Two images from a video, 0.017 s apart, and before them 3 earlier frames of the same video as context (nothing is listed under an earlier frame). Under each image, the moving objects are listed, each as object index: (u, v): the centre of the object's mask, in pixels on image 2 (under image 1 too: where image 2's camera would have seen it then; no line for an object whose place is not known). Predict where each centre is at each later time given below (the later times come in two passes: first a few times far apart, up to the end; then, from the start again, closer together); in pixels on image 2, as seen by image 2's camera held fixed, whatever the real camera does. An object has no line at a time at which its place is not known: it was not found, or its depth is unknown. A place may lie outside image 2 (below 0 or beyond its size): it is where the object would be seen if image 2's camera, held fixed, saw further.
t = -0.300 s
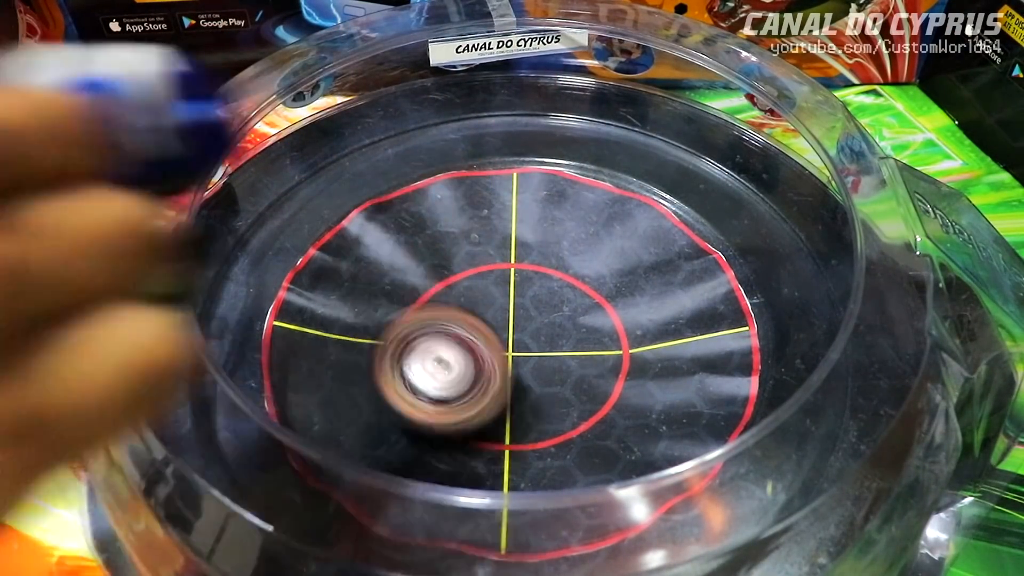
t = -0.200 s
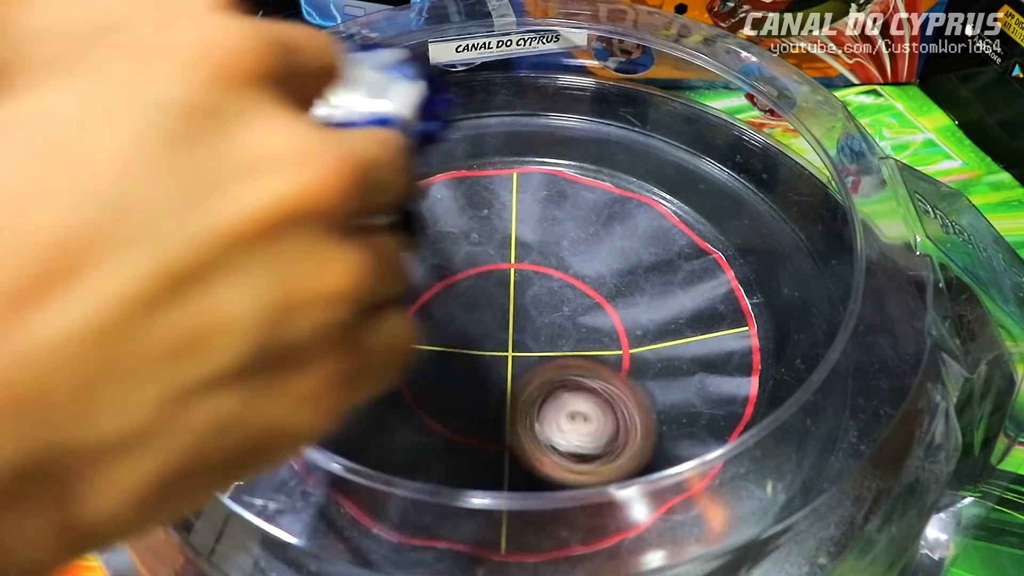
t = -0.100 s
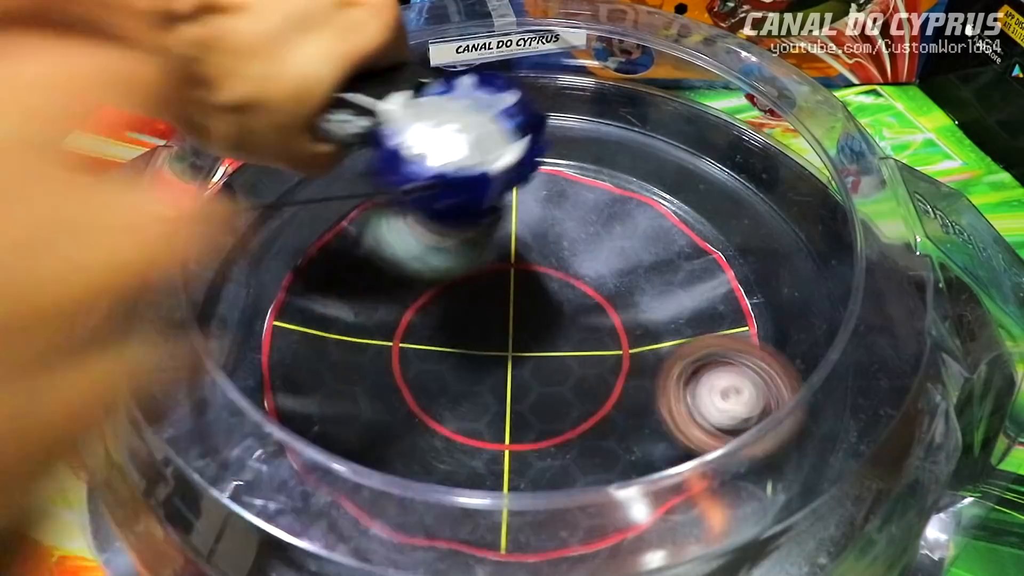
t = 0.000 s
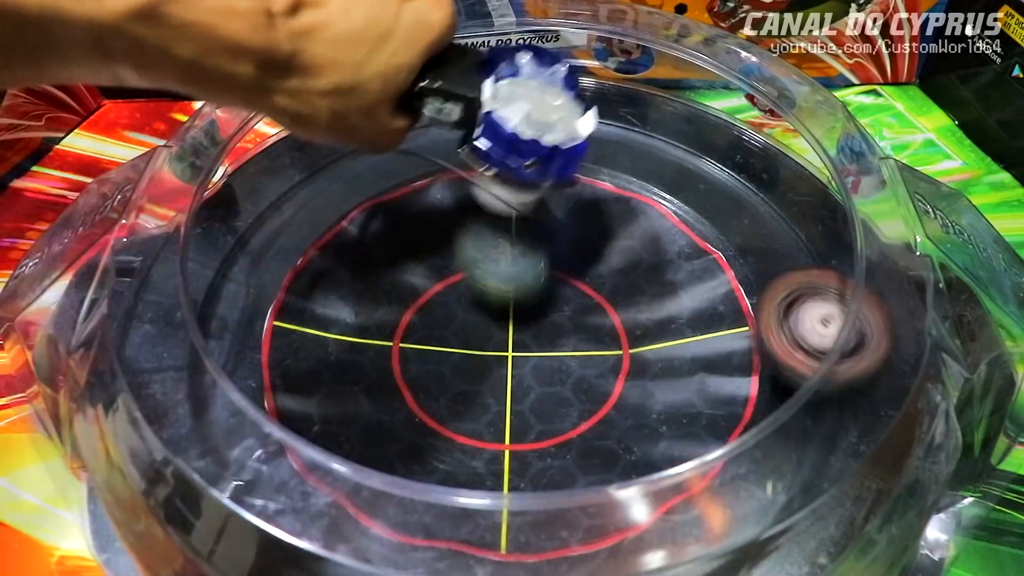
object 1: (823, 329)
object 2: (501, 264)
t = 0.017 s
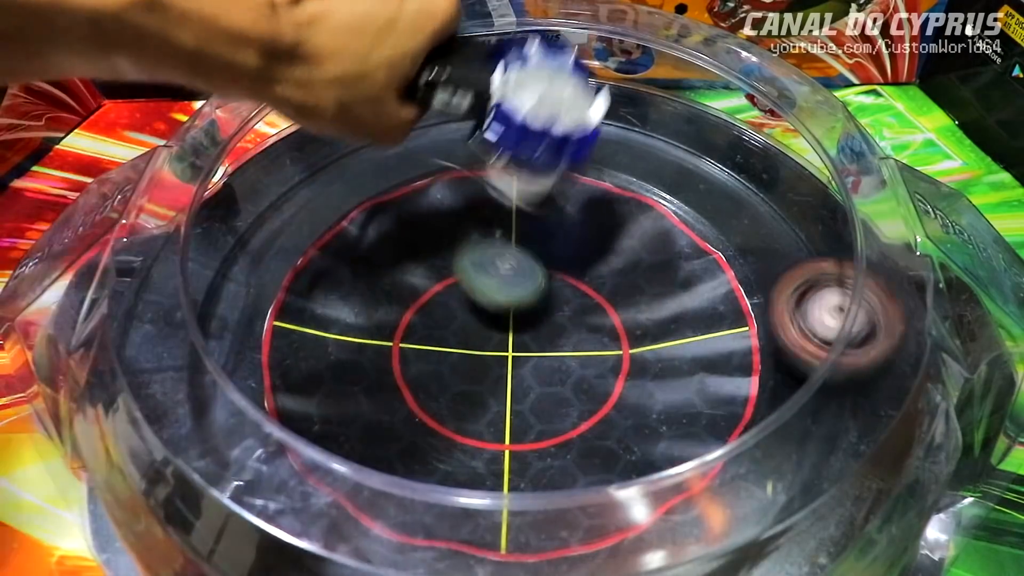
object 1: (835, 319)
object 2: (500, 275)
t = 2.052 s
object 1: (875, 347)
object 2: (774, 146)
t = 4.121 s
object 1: (243, 223)
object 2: (559, 252)
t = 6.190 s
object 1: (308, 359)
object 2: (833, 286)
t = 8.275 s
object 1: (340, 208)
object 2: (474, 346)
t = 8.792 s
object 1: (670, 302)
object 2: (497, 226)
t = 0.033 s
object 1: (847, 308)
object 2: (492, 263)
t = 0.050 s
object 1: (853, 293)
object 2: (484, 254)
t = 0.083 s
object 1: (863, 269)
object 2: (469, 246)
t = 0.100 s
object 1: (865, 261)
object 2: (461, 249)
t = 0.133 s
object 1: (872, 240)
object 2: (446, 266)
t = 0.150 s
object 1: (876, 231)
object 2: (439, 282)
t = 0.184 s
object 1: (874, 221)
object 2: (428, 326)
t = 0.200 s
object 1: (867, 222)
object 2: (425, 331)
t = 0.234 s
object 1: (857, 220)
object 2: (425, 322)
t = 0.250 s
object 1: (853, 219)
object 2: (425, 323)
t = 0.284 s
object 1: (848, 219)
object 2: (428, 337)
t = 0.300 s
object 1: (846, 218)
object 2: (431, 346)
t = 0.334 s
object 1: (843, 219)
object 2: (439, 340)
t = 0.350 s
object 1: (841, 220)
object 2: (444, 342)
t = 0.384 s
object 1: (839, 220)
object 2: (456, 341)
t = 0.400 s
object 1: (837, 220)
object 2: (460, 340)
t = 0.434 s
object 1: (838, 221)
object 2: (470, 333)
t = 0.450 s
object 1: (838, 222)
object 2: (474, 327)
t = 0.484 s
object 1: (837, 222)
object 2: (476, 313)
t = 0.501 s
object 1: (839, 223)
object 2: (473, 304)
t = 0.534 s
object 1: (841, 224)
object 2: (461, 286)
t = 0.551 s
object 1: (841, 225)
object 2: (453, 277)
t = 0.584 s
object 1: (843, 226)
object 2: (429, 263)
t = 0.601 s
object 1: (845, 226)
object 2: (414, 257)
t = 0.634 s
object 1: (848, 226)
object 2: (383, 250)
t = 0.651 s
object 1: (850, 226)
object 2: (368, 249)
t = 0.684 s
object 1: (854, 227)
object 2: (335, 249)
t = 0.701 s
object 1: (856, 228)
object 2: (319, 252)
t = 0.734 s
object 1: (862, 230)
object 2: (294, 263)
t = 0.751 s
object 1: (864, 231)
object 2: (285, 272)
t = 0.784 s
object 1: (868, 232)
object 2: (280, 302)
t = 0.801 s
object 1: (872, 235)
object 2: (284, 319)
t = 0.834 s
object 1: (878, 235)
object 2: (306, 353)
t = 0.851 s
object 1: (881, 236)
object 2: (325, 368)
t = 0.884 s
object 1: (898, 236)
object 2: (370, 387)
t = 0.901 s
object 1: (901, 237)
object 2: (399, 393)
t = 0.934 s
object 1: (905, 239)
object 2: (460, 394)
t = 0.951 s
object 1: (905, 240)
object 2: (489, 389)
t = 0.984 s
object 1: (905, 242)
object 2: (549, 367)
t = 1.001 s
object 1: (904, 243)
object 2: (570, 351)
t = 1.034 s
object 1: (905, 246)
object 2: (604, 309)
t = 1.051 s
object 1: (905, 247)
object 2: (612, 286)
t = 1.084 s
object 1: (897, 257)
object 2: (617, 244)
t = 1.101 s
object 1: (909, 252)
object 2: (614, 226)
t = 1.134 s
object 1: (903, 262)
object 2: (596, 185)
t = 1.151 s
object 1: (905, 265)
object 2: (584, 167)
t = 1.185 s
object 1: (907, 267)
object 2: (554, 134)
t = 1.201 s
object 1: (908, 268)
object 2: (538, 123)
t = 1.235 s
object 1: (908, 270)
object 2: (508, 105)
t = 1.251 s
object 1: (907, 271)
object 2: (497, 95)
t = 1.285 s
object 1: (906, 273)
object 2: (475, 85)
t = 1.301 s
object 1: (906, 274)
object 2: (463, 85)
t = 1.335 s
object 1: (905, 276)
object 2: (443, 83)
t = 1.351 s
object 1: (905, 277)
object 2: (434, 80)
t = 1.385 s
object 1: (904, 279)
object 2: (431, 82)
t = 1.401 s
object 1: (908, 277)
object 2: (431, 85)
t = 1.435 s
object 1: (904, 282)
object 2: (435, 87)
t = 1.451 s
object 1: (905, 282)
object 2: (439, 87)
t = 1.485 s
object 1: (904, 285)
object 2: (453, 84)
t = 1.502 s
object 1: (903, 286)
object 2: (461, 83)
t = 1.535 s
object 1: (903, 289)
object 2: (479, 80)
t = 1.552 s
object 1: (903, 290)
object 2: (491, 79)
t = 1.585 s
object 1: (902, 293)
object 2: (512, 74)
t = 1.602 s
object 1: (902, 295)
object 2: (523, 73)
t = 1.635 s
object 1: (900, 298)
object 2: (543, 74)
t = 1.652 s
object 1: (899, 299)
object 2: (553, 73)
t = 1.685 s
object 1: (898, 302)
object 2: (576, 73)
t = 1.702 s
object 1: (897, 303)
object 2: (586, 74)
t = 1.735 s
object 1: (896, 307)
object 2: (607, 79)
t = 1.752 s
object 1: (895, 308)
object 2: (618, 81)
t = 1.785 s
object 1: (892, 314)
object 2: (636, 84)
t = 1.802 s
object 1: (892, 315)
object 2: (646, 86)
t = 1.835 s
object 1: (889, 320)
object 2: (665, 92)
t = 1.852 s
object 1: (888, 322)
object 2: (674, 95)
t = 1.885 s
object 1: (887, 326)
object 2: (692, 101)
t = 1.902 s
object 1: (886, 328)
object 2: (701, 104)
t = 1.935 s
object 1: (884, 333)
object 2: (718, 112)
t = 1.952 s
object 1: (884, 334)
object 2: (727, 116)
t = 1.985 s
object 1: (882, 338)
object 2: (746, 126)
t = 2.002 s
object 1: (879, 341)
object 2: (755, 130)
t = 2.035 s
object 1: (878, 345)
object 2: (768, 139)
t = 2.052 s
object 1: (875, 347)
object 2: (774, 146)
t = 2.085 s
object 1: (875, 351)
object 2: (786, 156)
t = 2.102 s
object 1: (873, 353)
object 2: (791, 162)
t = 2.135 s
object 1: (872, 357)
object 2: (789, 173)
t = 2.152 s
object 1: (872, 359)
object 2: (790, 179)
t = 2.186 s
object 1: (870, 362)
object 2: (785, 192)
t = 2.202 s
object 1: (869, 365)
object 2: (780, 199)
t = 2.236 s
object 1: (867, 368)
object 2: (773, 210)
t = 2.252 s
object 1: (865, 369)
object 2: (771, 216)
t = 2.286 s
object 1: (860, 372)
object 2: (770, 229)
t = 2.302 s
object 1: (857, 372)
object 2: (769, 236)
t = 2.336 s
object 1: (843, 372)
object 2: (766, 250)
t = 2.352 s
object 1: (834, 368)
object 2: (764, 257)
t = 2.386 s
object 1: (815, 363)
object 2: (755, 269)
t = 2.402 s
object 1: (807, 362)
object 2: (745, 272)
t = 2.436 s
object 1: (788, 357)
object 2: (723, 273)
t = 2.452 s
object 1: (779, 355)
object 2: (712, 272)
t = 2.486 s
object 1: (758, 354)
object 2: (685, 266)
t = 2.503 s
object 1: (748, 353)
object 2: (669, 263)
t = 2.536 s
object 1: (724, 349)
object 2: (635, 254)
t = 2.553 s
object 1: (712, 346)
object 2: (616, 251)
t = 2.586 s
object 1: (681, 338)
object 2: (578, 251)
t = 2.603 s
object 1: (665, 334)
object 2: (559, 253)
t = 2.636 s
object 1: (634, 323)
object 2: (516, 264)
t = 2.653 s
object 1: (618, 317)
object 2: (496, 271)
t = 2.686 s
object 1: (585, 304)
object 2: (462, 292)
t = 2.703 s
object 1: (571, 297)
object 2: (449, 304)
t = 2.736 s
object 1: (540, 284)
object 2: (423, 331)
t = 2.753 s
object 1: (524, 280)
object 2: (415, 347)
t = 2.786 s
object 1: (490, 272)
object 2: (409, 381)
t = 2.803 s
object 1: (473, 270)
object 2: (412, 399)
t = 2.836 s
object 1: (442, 269)
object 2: (425, 428)
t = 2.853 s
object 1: (427, 270)
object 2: (436, 440)
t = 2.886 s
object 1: (399, 274)
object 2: (465, 456)
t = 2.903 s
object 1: (388, 278)
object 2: (482, 478)
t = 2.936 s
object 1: (365, 291)
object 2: (519, 495)
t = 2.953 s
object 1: (356, 298)
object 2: (539, 499)
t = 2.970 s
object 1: (347, 307)
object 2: (560, 500)
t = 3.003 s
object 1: (333, 328)
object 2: (595, 469)
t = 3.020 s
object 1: (327, 340)
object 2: (613, 466)
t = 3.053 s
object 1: (322, 363)
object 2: (651, 451)
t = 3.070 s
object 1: (322, 374)
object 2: (665, 443)
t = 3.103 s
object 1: (330, 392)
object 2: (689, 424)
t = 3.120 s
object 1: (336, 401)
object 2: (699, 411)
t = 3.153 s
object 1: (355, 419)
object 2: (705, 383)
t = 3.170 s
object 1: (356, 446)
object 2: (702, 368)
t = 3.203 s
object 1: (380, 470)
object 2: (685, 334)
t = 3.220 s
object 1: (396, 485)
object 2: (677, 323)
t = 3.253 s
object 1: (434, 499)
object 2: (653, 297)
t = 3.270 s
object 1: (458, 503)
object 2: (636, 285)
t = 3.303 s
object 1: (506, 493)
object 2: (604, 270)
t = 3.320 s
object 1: (529, 493)
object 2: (584, 262)
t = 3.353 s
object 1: (570, 490)
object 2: (541, 253)
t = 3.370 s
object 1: (594, 487)
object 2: (519, 251)
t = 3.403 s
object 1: (629, 467)
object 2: (476, 251)
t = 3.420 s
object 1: (642, 456)
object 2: (456, 254)
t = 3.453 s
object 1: (664, 420)
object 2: (417, 264)
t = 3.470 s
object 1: (677, 411)
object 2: (399, 271)
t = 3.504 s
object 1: (694, 391)
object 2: (369, 287)
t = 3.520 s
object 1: (699, 377)
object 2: (355, 297)
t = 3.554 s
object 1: (701, 347)
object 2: (330, 320)
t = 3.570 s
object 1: (701, 333)
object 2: (321, 331)
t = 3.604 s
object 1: (694, 302)
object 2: (310, 360)
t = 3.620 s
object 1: (688, 286)
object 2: (308, 373)
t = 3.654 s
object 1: (671, 258)
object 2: (312, 395)
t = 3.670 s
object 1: (659, 245)
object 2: (319, 407)
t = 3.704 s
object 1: (634, 218)
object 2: (331, 437)
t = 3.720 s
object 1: (620, 205)
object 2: (346, 448)
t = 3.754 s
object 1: (588, 185)
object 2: (383, 467)
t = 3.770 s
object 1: (570, 175)
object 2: (403, 473)
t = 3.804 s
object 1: (531, 160)
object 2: (442, 478)
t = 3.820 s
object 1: (510, 154)
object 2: (465, 474)
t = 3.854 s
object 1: (467, 146)
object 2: (506, 459)
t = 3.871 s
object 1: (446, 144)
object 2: (524, 453)
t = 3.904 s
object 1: (404, 145)
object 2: (557, 437)
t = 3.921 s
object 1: (383, 149)
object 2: (569, 423)
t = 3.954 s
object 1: (345, 155)
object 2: (590, 396)
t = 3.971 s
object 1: (325, 160)
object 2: (597, 380)
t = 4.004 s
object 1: (292, 168)
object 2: (605, 349)
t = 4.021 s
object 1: (281, 172)
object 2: (605, 333)
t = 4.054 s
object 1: (262, 183)
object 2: (597, 302)
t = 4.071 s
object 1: (258, 189)
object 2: (591, 287)
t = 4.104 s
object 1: (246, 210)
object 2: (571, 263)
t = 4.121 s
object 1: (243, 223)
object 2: (559, 252)
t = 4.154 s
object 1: (231, 242)
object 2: (530, 233)
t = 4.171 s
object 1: (228, 252)
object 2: (514, 226)
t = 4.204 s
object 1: (227, 270)
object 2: (483, 216)
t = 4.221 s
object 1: (227, 278)
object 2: (467, 212)
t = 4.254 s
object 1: (228, 292)
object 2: (435, 208)
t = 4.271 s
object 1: (229, 299)
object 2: (420, 208)
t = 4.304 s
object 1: (233, 309)
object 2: (391, 210)
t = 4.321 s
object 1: (236, 314)
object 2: (377, 213)
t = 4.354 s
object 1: (242, 322)
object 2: (350, 222)
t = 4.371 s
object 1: (245, 326)
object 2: (338, 229)
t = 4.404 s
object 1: (252, 332)
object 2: (320, 246)
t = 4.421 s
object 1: (255, 335)
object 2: (314, 254)
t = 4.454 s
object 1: (253, 347)
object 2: (324, 259)
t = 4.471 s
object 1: (252, 355)
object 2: (334, 260)
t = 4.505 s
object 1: (252, 369)
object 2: (352, 270)
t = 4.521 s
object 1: (251, 377)
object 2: (362, 274)
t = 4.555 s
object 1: (252, 389)
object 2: (386, 282)
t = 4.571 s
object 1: (253, 394)
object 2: (399, 286)
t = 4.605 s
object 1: (256, 404)
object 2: (427, 291)
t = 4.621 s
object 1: (258, 412)
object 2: (441, 293)
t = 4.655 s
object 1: (260, 421)
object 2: (468, 293)
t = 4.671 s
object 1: (263, 426)
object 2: (482, 291)
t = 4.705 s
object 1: (266, 436)
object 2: (503, 284)
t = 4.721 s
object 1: (268, 439)
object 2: (513, 279)
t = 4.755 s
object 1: (273, 447)
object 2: (530, 265)
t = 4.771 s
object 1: (276, 452)
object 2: (536, 258)
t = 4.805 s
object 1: (280, 459)
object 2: (543, 242)
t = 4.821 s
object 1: (283, 463)
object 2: (545, 235)
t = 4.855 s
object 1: (287, 471)
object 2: (547, 218)
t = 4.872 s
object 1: (290, 474)
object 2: (545, 210)
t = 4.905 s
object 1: (297, 479)
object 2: (542, 191)
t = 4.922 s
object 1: (299, 480)
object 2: (540, 183)
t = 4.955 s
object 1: (307, 481)
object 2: (533, 168)
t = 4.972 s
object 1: (310, 481)
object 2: (528, 161)
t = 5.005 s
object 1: (319, 481)
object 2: (516, 152)
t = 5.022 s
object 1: (323, 483)
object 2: (509, 150)
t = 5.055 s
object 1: (331, 485)
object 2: (495, 149)
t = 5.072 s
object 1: (336, 485)
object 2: (487, 152)
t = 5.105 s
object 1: (347, 482)
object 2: (476, 162)
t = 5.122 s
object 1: (351, 482)
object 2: (471, 171)
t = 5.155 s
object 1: (361, 481)
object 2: (466, 191)
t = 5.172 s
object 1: (366, 479)
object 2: (466, 203)
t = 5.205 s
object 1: (381, 475)
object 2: (469, 227)
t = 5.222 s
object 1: (389, 474)
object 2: (472, 239)
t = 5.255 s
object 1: (415, 465)
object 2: (481, 263)
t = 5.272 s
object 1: (424, 465)
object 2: (487, 275)
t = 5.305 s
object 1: (454, 441)
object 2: (502, 298)
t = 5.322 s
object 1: (467, 440)
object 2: (512, 307)
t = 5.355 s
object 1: (495, 434)
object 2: (534, 318)
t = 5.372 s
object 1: (510, 430)
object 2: (547, 323)
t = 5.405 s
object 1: (539, 417)
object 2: (572, 323)
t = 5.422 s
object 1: (552, 410)
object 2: (586, 320)
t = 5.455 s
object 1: (575, 402)
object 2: (618, 299)
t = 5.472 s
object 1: (583, 396)
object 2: (633, 286)
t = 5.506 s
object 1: (602, 383)
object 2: (652, 266)
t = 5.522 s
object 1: (609, 373)
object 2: (660, 256)
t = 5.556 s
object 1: (621, 353)
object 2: (673, 237)
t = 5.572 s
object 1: (626, 341)
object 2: (678, 228)
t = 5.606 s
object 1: (630, 319)
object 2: (685, 209)
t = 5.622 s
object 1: (629, 307)
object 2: (686, 202)
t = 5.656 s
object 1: (622, 285)
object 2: (686, 185)
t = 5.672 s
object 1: (617, 274)
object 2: (681, 180)
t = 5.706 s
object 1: (601, 253)
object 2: (672, 170)
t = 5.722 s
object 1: (590, 244)
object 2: (670, 167)
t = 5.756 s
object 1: (567, 229)
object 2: (671, 166)
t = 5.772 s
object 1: (554, 222)
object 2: (674, 167)
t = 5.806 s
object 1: (524, 212)
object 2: (682, 172)
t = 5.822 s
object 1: (509, 209)
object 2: (688, 175)
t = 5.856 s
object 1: (479, 206)
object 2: (700, 182)
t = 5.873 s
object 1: (464, 207)
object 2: (706, 187)
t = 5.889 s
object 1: (449, 208)
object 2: (711, 190)
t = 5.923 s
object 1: (422, 214)
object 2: (724, 201)
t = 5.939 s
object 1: (408, 219)
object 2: (731, 206)
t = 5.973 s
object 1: (383, 231)
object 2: (749, 217)
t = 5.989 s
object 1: (371, 237)
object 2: (758, 224)
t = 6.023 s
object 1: (350, 252)
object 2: (778, 236)
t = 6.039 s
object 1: (340, 261)
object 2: (787, 243)
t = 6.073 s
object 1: (325, 279)
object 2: (806, 258)
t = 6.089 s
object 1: (319, 290)
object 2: (813, 264)
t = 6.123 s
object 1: (308, 312)
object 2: (836, 277)
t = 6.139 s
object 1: (306, 323)
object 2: (839, 278)
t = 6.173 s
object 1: (306, 348)
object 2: (836, 286)
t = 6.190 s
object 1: (308, 359)
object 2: (833, 286)
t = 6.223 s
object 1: (321, 380)
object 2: (830, 288)
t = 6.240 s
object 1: (329, 390)
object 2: (831, 291)
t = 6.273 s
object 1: (351, 407)
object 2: (836, 300)
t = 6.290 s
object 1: (365, 416)
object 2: (839, 305)
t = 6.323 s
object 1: (395, 432)
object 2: (842, 314)
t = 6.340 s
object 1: (411, 437)
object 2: (840, 315)
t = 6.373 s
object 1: (442, 469)
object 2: (836, 315)
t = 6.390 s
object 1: (464, 469)
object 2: (836, 317)
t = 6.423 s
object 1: (509, 474)
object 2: (835, 325)
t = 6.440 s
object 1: (532, 469)
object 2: (836, 332)
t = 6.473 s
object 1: (578, 463)
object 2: (836, 350)
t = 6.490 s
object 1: (602, 462)
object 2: (837, 360)
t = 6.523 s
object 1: (636, 431)
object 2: (838, 381)
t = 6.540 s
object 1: (655, 422)
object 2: (839, 391)
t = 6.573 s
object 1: (690, 402)
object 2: (836, 403)
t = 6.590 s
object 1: (696, 394)
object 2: (845, 404)
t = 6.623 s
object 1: (698, 366)
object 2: (860, 394)
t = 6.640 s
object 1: (697, 352)
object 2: (863, 394)
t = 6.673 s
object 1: (691, 323)
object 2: (871, 399)
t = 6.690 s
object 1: (688, 308)
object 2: (879, 400)
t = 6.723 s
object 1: (677, 280)
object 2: (883, 401)
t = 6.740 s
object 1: (670, 265)
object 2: (883, 399)
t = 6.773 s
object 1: (652, 239)
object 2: (880, 399)
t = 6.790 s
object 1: (642, 225)
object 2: (879, 400)
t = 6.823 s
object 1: (616, 202)
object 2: (878, 407)
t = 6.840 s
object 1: (602, 191)
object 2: (876, 412)
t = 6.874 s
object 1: (572, 172)
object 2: (870, 420)
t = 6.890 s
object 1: (556, 166)
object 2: (866, 426)
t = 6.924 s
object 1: (521, 154)
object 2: (858, 437)
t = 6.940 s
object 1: (504, 149)
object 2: (853, 442)
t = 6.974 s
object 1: (470, 143)
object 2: (842, 454)
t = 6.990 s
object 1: (453, 142)
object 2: (838, 460)
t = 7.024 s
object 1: (418, 143)
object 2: (827, 470)
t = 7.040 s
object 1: (401, 146)
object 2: (820, 475)
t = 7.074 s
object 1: (373, 151)
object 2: (811, 479)
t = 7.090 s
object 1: (360, 154)
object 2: (806, 478)
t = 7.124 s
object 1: (335, 161)
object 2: (793, 470)
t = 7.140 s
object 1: (325, 163)
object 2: (790, 462)
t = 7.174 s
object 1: (310, 169)
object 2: (779, 454)
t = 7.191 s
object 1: (302, 172)
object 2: (772, 452)
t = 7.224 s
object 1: (293, 177)
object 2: (755, 450)
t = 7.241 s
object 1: (289, 179)
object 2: (746, 451)
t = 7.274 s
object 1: (284, 182)
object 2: (724, 448)
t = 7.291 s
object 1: (283, 184)
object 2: (711, 447)
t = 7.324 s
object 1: (280, 187)
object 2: (685, 432)
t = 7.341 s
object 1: (279, 188)
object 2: (678, 430)
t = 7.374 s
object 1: (279, 189)
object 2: (671, 419)
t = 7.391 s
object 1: (279, 190)
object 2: (668, 412)
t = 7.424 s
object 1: (279, 190)
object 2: (657, 394)
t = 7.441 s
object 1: (280, 190)
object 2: (651, 385)
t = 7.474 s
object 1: (281, 190)
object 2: (635, 368)
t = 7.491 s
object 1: (281, 189)
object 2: (627, 360)
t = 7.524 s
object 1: (283, 188)
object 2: (609, 344)
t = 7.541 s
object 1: (283, 188)
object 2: (599, 337)
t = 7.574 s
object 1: (284, 187)
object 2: (580, 324)
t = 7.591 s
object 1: (284, 186)
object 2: (568, 317)
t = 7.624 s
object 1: (285, 186)
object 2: (549, 308)
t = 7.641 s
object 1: (285, 185)
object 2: (537, 304)
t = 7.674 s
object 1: (286, 184)
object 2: (514, 296)
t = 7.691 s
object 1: (286, 184)
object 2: (502, 293)
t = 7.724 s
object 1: (286, 183)
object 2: (482, 289)
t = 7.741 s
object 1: (286, 183)
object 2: (470, 287)
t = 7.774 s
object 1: (287, 183)
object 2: (449, 284)
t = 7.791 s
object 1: (288, 182)
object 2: (439, 284)
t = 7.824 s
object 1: (289, 182)
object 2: (419, 285)
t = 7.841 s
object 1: (290, 182)
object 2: (409, 285)
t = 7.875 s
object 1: (291, 181)
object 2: (391, 287)
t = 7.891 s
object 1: (292, 181)
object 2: (383, 289)
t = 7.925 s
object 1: (294, 182)
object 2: (366, 293)
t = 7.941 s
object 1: (295, 182)
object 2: (359, 295)
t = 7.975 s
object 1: (297, 181)
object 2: (347, 301)
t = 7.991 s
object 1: (299, 181)
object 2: (343, 306)
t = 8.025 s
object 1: (304, 182)
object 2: (338, 316)
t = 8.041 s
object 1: (305, 182)
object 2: (340, 321)
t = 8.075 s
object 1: (310, 183)
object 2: (346, 331)
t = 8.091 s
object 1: (312, 183)
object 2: (352, 336)
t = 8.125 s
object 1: (317, 184)
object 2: (369, 343)
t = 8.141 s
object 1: (319, 185)
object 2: (380, 347)
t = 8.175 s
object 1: (323, 187)
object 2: (403, 350)
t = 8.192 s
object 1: (325, 188)
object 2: (414, 352)
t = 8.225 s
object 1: (330, 192)
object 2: (439, 352)
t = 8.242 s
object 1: (333, 197)
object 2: (450, 352)
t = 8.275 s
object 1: (340, 208)
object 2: (474, 346)
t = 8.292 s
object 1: (342, 215)
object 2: (485, 344)
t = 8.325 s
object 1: (352, 231)
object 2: (505, 332)
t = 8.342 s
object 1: (357, 240)
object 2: (512, 327)
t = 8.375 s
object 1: (369, 259)
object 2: (528, 313)
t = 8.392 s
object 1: (376, 270)
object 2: (532, 308)
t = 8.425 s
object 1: (390, 290)
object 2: (543, 291)
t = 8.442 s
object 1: (398, 302)
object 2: (546, 285)
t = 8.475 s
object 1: (421, 326)
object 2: (550, 270)
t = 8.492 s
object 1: (432, 336)
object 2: (550, 264)
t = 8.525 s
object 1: (458, 358)
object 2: (549, 249)
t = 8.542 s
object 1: (473, 367)
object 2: (548, 243)
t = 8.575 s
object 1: (506, 378)
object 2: (544, 231)
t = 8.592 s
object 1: (524, 380)
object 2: (543, 226)
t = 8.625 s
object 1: (557, 380)
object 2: (536, 215)
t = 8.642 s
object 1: (573, 377)
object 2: (534, 213)
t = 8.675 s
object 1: (601, 366)
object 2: (526, 207)
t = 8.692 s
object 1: (616, 359)
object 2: (522, 206)
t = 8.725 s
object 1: (640, 343)
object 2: (512, 208)
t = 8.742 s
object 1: (651, 333)
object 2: (507, 210)
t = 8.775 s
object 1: (664, 313)
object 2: (500, 221)
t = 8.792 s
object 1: (670, 302)
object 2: (497, 226)
